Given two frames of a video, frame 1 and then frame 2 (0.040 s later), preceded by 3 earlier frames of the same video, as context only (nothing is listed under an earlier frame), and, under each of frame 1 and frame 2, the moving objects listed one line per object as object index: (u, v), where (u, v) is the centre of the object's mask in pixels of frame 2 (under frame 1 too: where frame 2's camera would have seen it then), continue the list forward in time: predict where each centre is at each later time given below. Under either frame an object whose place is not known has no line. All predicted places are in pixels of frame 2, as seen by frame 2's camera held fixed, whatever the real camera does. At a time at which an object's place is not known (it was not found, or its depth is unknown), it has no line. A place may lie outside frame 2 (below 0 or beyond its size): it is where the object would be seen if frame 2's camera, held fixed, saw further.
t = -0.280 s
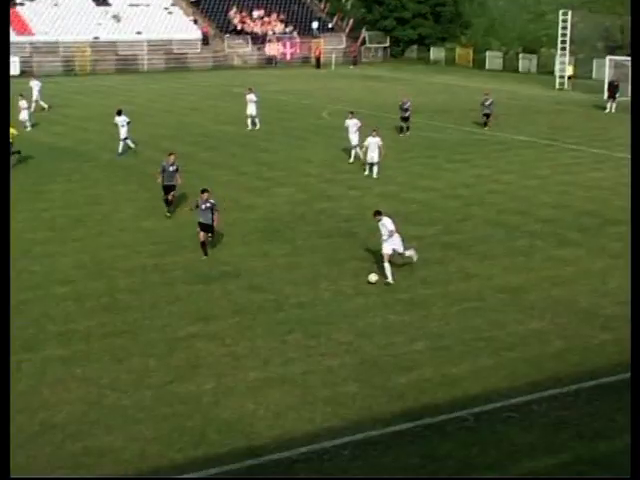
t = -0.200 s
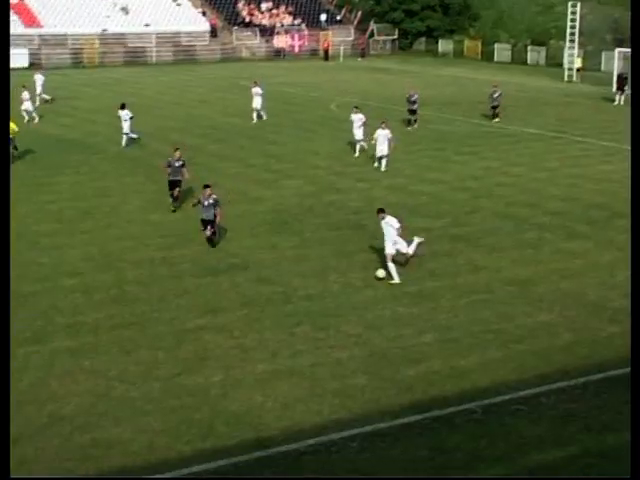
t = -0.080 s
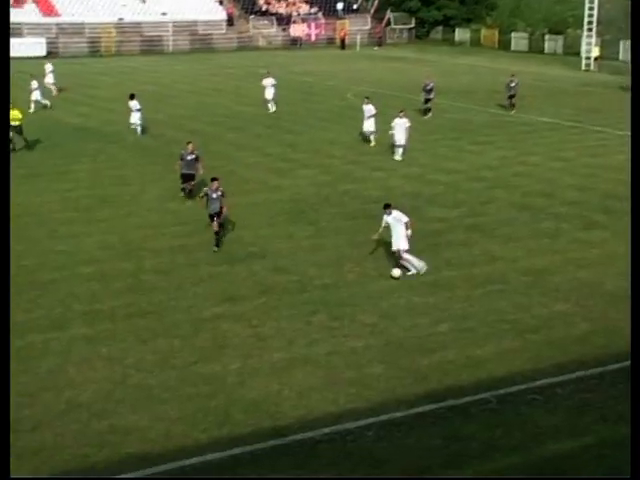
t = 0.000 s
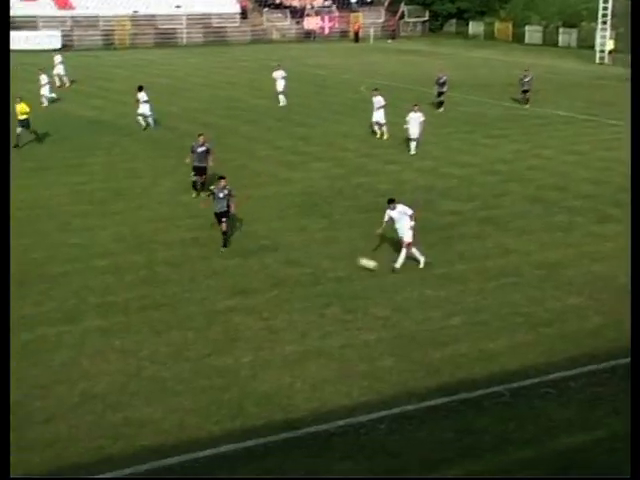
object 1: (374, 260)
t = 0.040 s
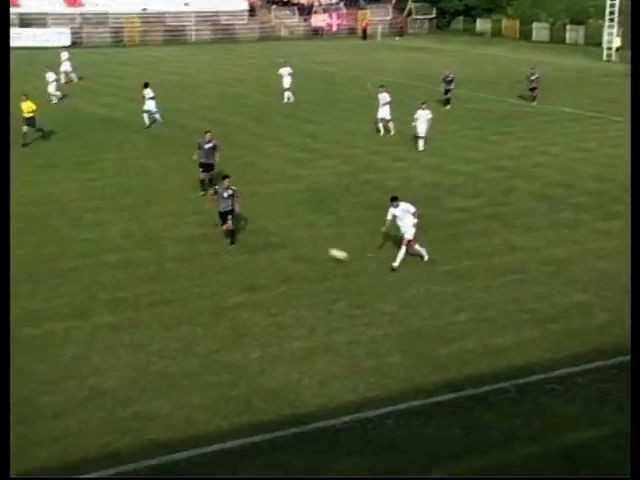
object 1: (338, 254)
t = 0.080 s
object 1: (301, 249)
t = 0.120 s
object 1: (265, 243)
